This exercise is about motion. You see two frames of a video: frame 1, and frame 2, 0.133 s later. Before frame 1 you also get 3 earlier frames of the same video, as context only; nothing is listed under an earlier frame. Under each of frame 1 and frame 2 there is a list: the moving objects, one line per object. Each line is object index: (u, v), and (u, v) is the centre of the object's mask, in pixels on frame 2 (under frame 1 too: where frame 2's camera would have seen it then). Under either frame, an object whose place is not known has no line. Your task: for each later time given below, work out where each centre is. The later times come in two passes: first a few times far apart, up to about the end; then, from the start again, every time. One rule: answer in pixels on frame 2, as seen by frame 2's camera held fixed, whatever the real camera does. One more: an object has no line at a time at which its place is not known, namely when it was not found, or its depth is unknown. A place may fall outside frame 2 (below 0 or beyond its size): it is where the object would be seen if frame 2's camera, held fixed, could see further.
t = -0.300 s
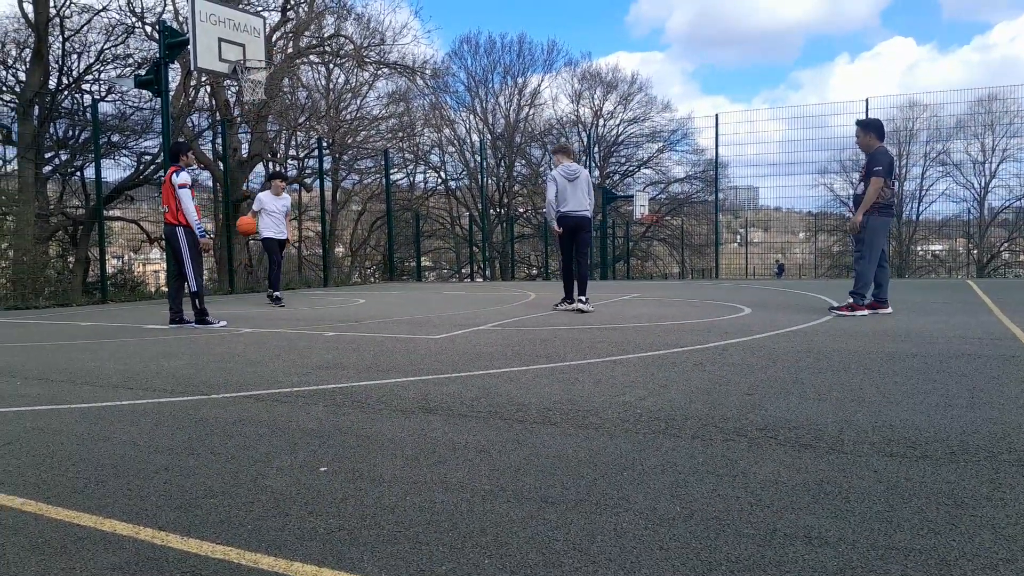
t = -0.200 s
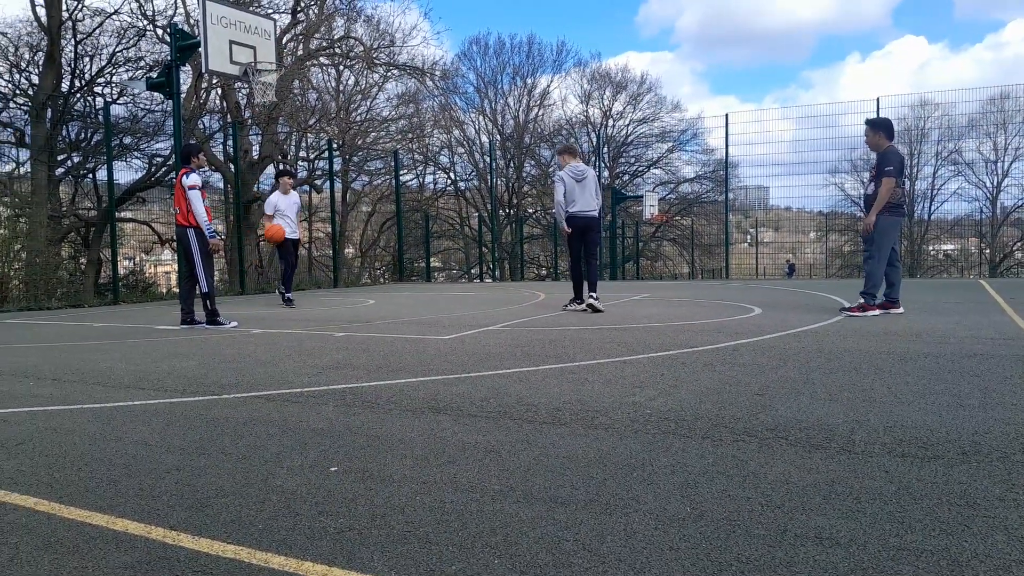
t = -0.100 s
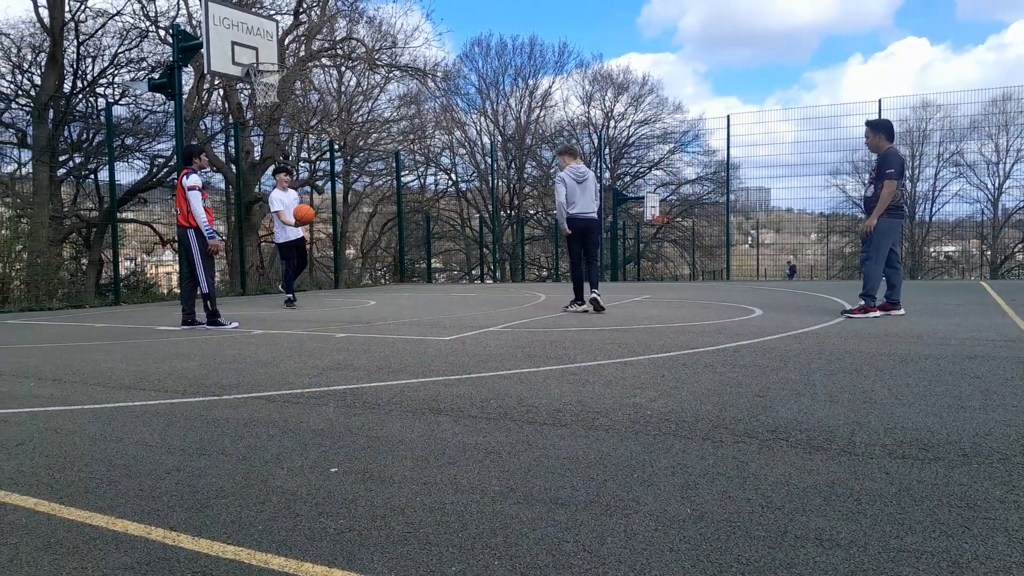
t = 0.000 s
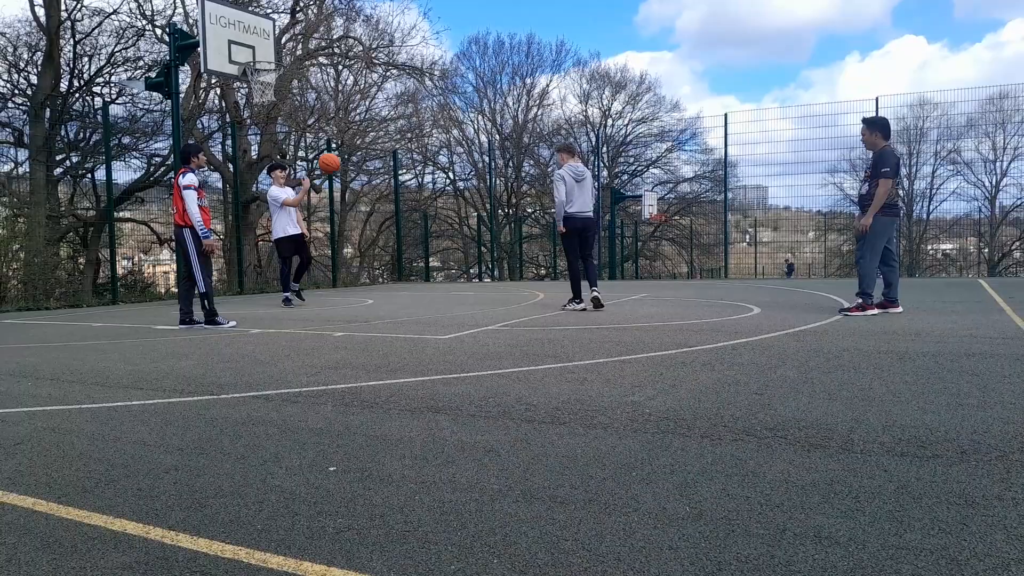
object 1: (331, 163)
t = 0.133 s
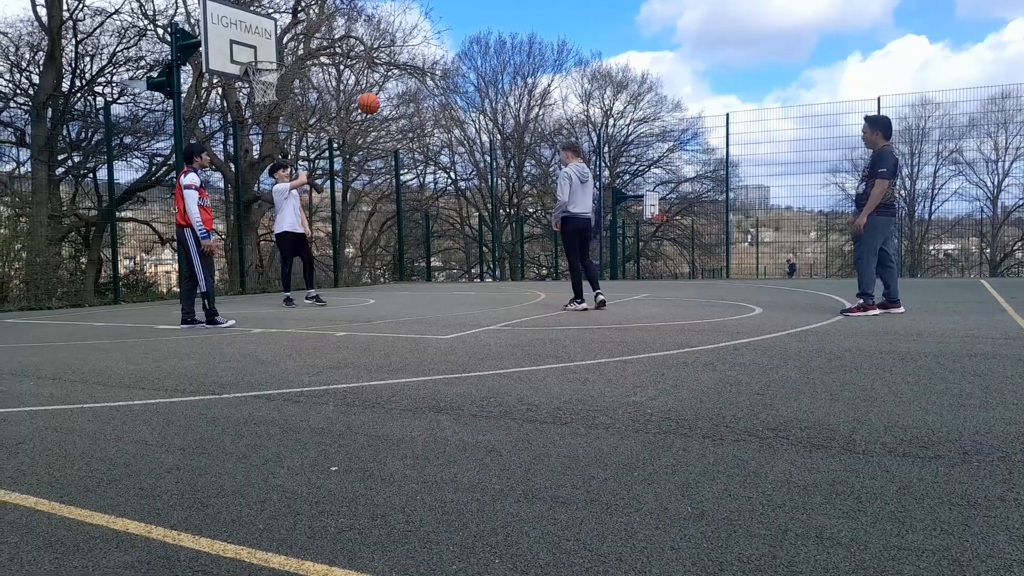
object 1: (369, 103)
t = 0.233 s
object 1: (398, 66)
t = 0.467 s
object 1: (475, 12)
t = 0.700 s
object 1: (561, 8)
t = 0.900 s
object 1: (639, 49)
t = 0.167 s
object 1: (378, 91)
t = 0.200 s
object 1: (389, 78)
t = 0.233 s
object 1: (398, 66)
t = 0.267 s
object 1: (409, 56)
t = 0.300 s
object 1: (420, 46)
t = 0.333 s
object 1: (431, 38)
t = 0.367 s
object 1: (442, 30)
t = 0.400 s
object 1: (453, 23)
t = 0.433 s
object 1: (464, 17)
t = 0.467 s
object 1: (475, 12)
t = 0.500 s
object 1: (487, 8)
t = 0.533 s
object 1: (499, 6)
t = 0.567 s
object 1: (511, 5)
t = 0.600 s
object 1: (523, 4)
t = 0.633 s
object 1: (536, 4)
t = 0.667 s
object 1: (548, 6)
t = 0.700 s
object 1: (561, 8)
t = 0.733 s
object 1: (573, 11)
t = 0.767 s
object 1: (586, 16)
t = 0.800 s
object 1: (599, 23)
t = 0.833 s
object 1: (612, 30)
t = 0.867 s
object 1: (626, 39)
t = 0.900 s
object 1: (639, 49)
